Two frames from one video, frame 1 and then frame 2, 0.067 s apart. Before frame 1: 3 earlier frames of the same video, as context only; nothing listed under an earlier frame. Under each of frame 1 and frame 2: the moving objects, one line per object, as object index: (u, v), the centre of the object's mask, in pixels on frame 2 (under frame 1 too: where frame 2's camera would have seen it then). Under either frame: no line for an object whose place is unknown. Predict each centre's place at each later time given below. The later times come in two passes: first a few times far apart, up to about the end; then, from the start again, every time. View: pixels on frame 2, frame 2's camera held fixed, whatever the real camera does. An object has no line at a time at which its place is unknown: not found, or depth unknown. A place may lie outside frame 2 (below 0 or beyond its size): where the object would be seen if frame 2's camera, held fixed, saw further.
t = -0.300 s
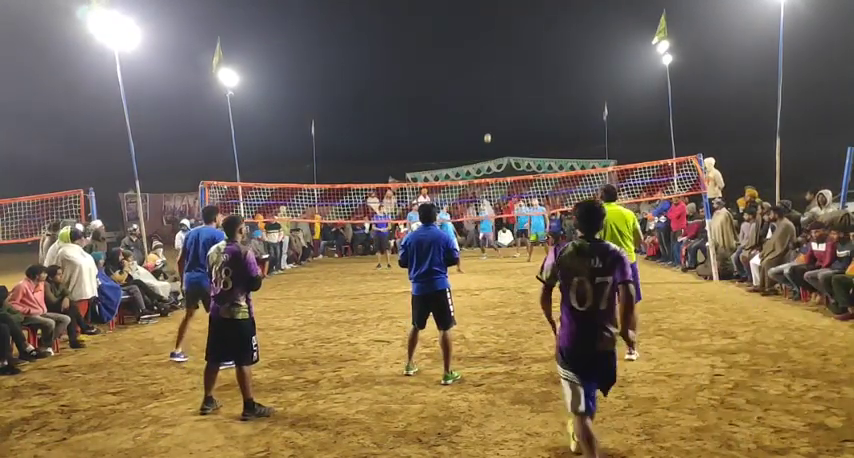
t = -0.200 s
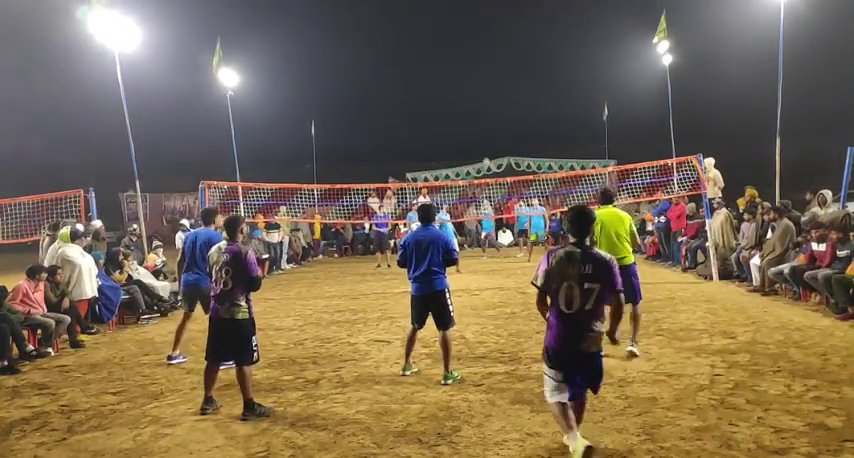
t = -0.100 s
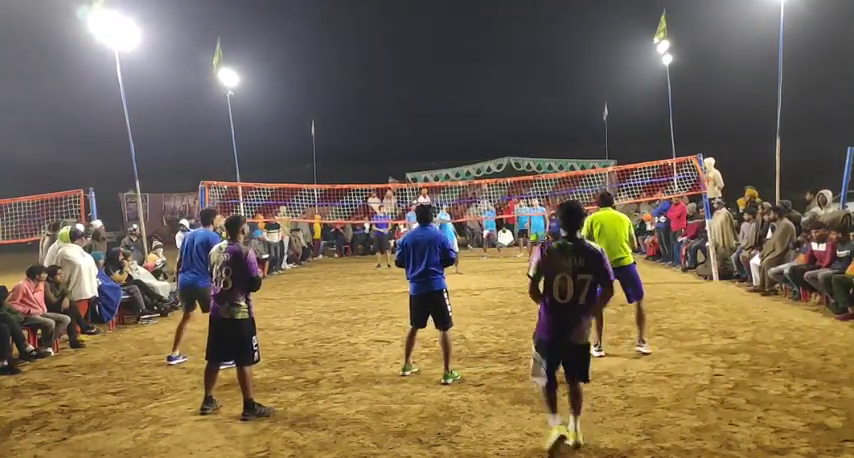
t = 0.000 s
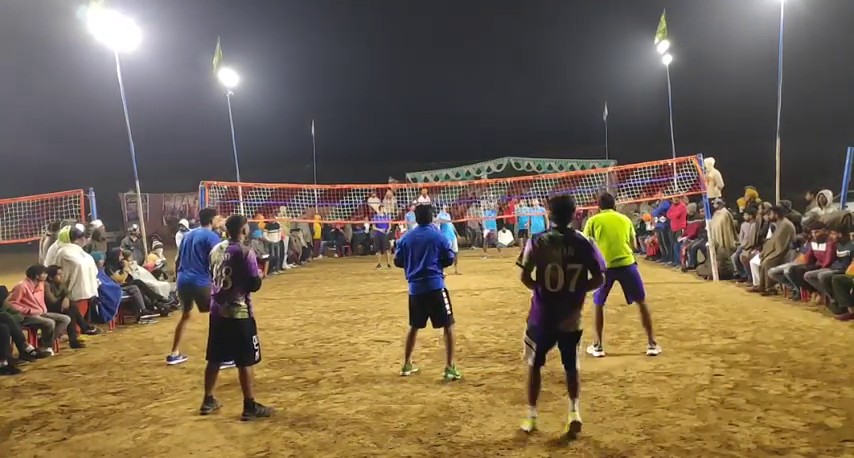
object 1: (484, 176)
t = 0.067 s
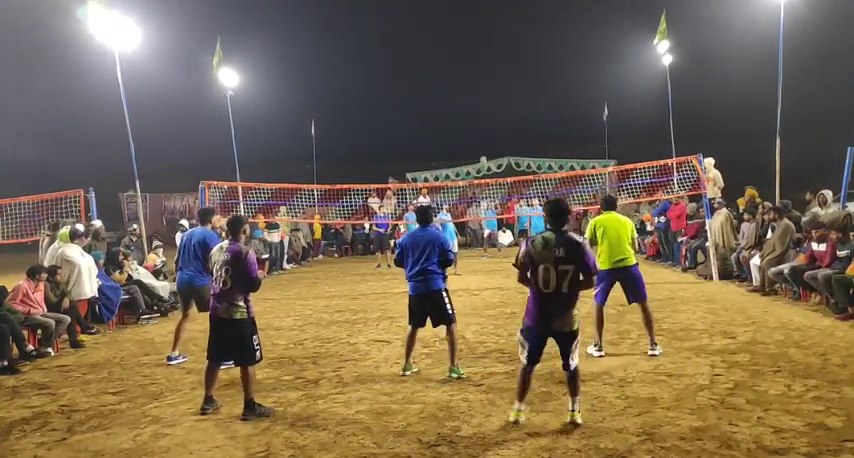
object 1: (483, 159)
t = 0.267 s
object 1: (481, 113)
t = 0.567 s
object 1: (476, 53)
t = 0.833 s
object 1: (469, 21)
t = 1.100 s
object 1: (460, 21)
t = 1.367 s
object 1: (447, 78)
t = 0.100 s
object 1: (483, 152)
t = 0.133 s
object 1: (482, 143)
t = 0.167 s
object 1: (482, 135)
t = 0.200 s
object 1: (481, 127)
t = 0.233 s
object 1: (481, 120)
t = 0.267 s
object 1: (481, 113)
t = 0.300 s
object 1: (480, 105)
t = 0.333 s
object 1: (480, 97)
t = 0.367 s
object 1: (479, 91)
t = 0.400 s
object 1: (479, 84)
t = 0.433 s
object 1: (478, 77)
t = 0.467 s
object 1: (478, 71)
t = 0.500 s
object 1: (477, 65)
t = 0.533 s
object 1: (476, 59)
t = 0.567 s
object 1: (476, 53)
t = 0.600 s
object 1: (475, 48)
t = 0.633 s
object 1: (474, 43)
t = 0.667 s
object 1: (473, 38)
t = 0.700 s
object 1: (473, 34)
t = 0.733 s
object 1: (472, 30)
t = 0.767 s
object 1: (471, 27)
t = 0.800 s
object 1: (470, 24)
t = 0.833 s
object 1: (469, 21)
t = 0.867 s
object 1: (468, 19)
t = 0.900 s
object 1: (467, 18)
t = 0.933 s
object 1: (466, 17)
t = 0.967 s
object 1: (465, 16)
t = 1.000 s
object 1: (464, 16)
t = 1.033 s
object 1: (463, 17)
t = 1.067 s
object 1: (461, 19)
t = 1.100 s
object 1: (460, 21)
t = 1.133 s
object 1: (459, 25)
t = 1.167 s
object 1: (457, 29)
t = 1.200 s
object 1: (456, 34)
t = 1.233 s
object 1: (454, 40)
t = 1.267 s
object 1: (452, 48)
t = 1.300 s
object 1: (451, 57)
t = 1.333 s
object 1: (449, 67)
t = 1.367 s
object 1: (447, 78)
